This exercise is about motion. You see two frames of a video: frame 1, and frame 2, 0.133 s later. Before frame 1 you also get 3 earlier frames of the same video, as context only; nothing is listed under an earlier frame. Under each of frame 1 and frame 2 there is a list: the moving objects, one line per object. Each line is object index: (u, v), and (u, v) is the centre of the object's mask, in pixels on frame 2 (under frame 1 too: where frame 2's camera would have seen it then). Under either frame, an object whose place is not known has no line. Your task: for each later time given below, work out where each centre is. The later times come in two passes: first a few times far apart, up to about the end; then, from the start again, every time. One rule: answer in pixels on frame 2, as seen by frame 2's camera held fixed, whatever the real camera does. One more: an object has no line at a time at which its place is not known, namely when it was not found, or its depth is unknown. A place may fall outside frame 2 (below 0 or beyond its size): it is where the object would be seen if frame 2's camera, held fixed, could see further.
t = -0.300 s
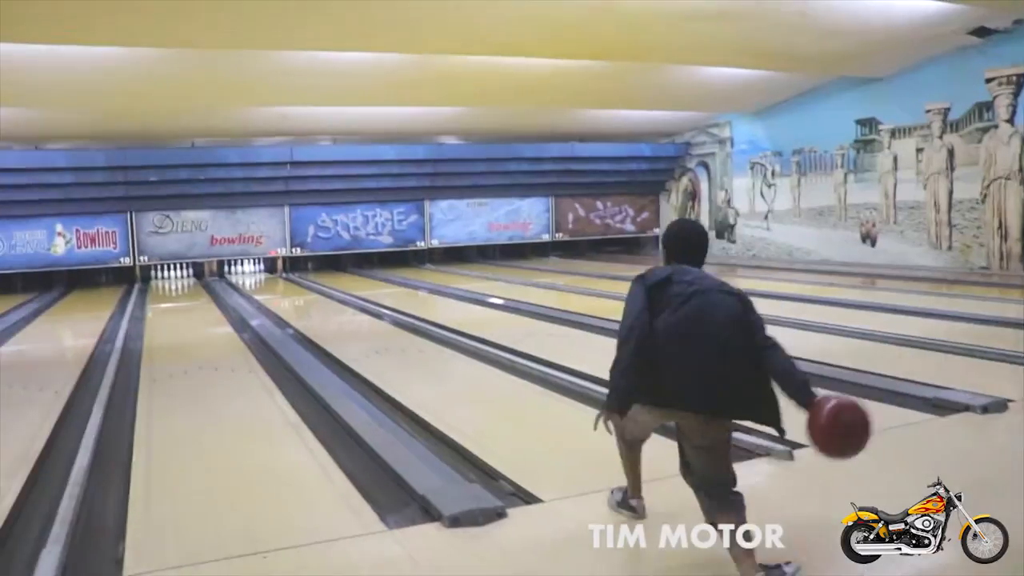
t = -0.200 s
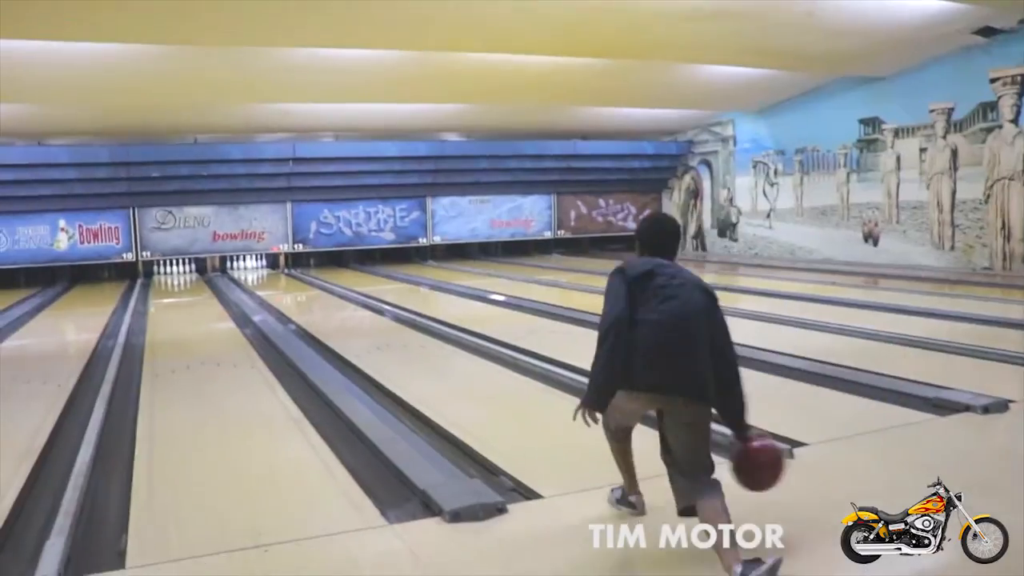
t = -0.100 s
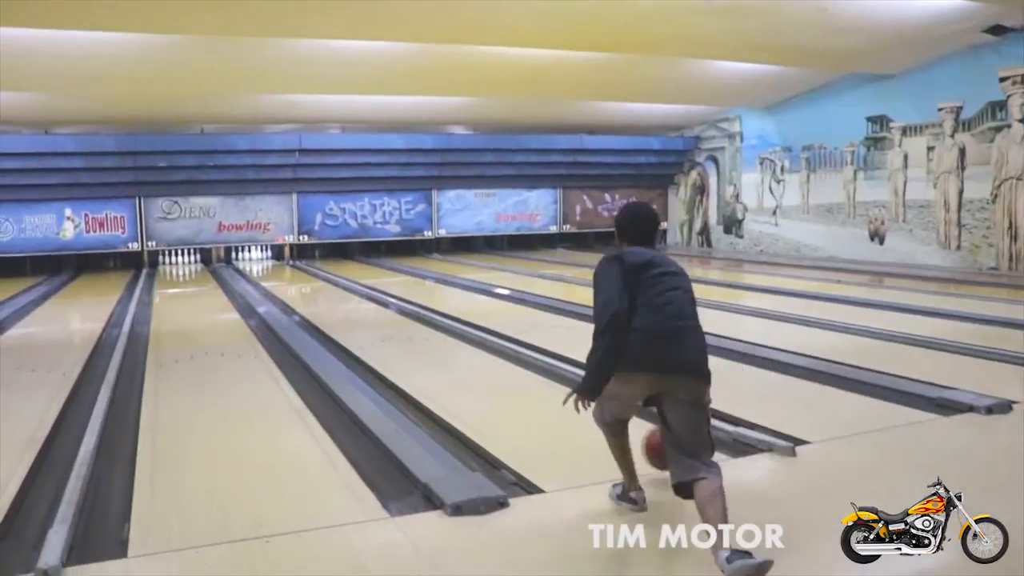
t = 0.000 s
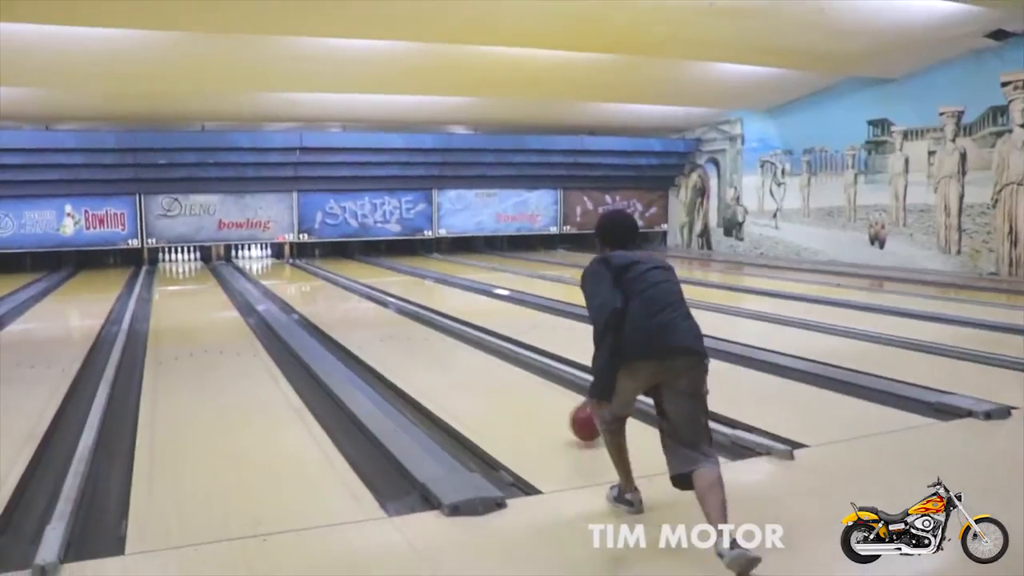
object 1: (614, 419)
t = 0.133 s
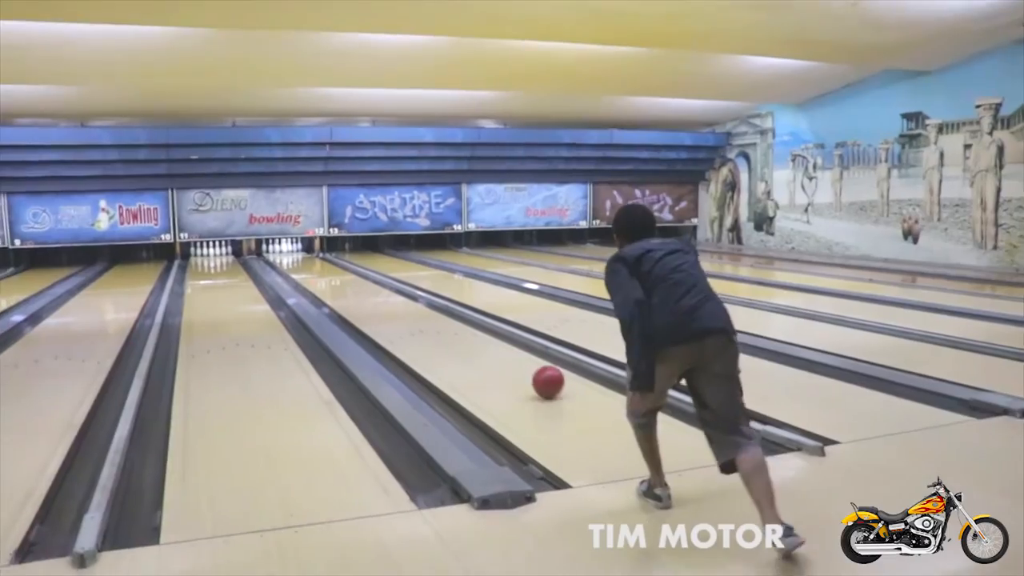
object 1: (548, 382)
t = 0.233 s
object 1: (509, 362)
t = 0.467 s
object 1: (446, 329)
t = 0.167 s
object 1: (534, 375)
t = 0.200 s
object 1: (521, 368)
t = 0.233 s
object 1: (509, 362)
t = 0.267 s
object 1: (498, 356)
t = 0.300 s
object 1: (487, 351)
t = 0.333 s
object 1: (478, 346)
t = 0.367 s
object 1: (469, 341)
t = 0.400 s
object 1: (461, 336)
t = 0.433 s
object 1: (454, 332)
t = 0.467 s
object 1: (446, 329)
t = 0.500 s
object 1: (440, 325)
